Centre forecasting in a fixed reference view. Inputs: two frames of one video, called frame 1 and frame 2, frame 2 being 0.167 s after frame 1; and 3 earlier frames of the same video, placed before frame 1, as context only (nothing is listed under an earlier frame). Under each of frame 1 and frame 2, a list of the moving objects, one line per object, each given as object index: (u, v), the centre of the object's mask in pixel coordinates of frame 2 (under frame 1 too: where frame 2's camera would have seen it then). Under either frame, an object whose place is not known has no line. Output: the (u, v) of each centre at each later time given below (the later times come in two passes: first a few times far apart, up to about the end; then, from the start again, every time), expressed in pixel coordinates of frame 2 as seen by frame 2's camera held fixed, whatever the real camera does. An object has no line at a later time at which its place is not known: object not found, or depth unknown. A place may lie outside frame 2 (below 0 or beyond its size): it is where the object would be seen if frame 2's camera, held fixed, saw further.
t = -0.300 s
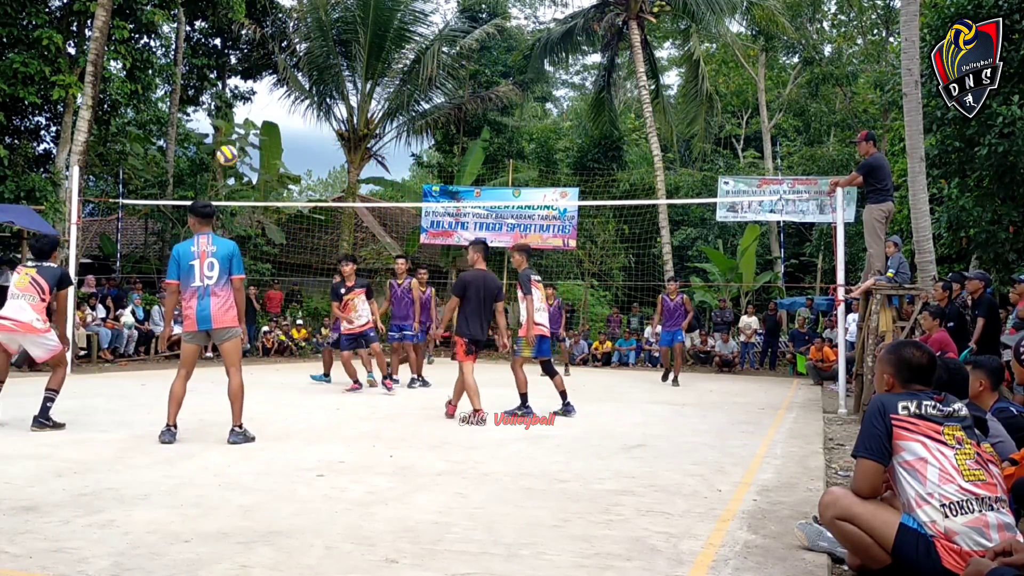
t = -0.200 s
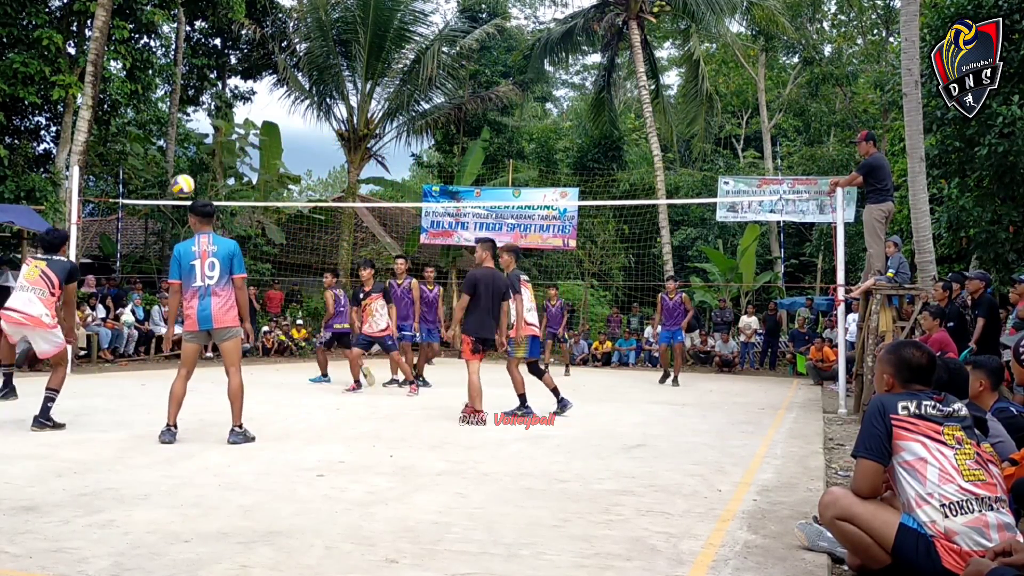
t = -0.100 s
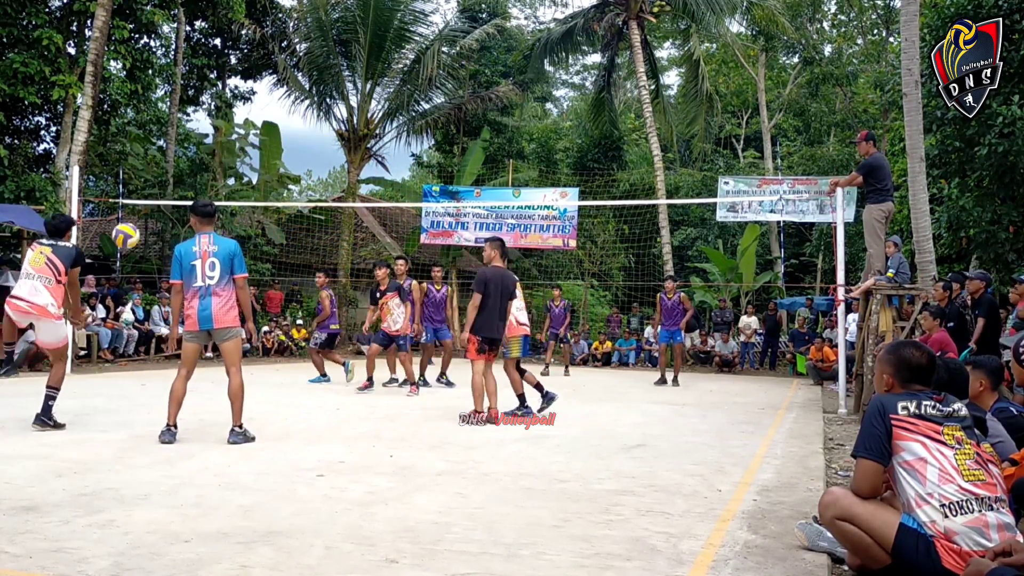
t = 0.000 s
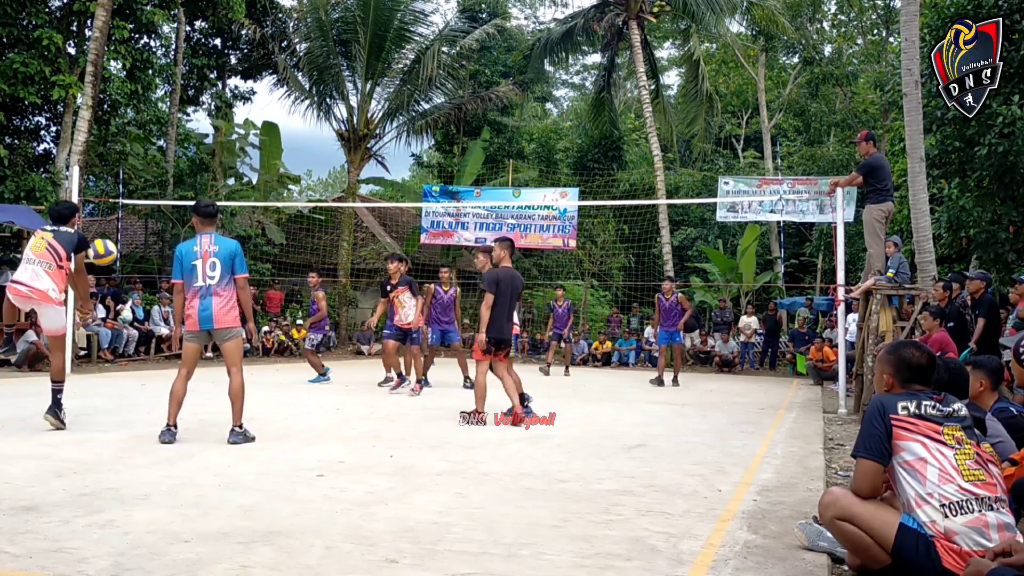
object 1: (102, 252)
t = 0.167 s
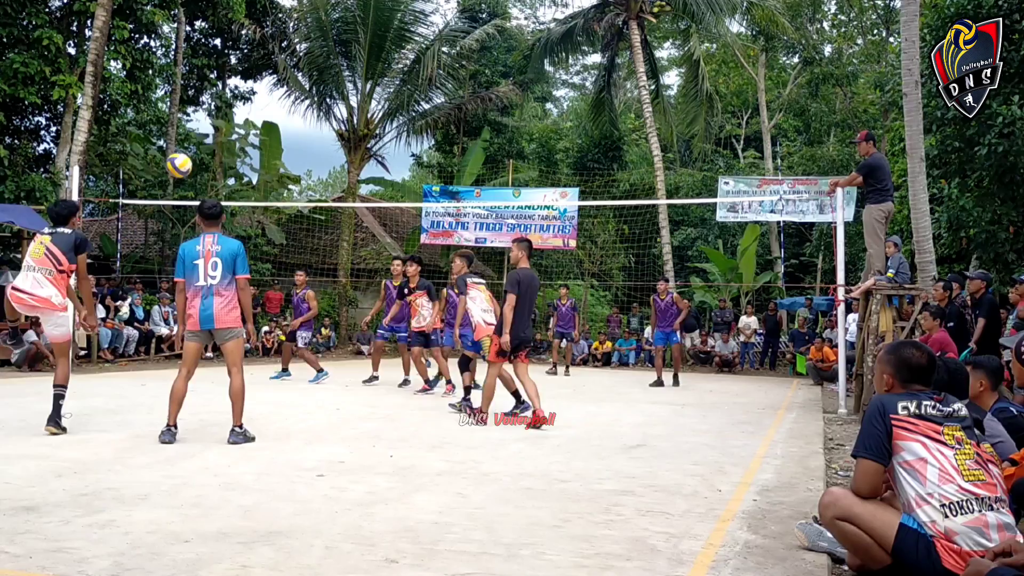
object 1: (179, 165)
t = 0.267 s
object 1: (216, 134)
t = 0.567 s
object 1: (313, 112)
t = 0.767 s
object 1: (362, 144)
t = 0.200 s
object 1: (193, 153)
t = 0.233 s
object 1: (205, 143)
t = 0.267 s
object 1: (216, 134)
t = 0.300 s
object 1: (230, 127)
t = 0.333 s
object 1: (242, 122)
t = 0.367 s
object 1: (253, 117)
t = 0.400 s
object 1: (264, 113)
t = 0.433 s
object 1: (275, 111)
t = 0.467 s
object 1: (284, 110)
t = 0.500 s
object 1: (295, 109)
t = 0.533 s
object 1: (304, 110)
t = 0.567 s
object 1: (313, 112)
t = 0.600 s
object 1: (322, 115)
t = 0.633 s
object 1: (330, 119)
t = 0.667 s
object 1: (338, 124)
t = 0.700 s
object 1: (346, 130)
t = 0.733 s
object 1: (354, 137)
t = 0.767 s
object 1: (362, 144)
